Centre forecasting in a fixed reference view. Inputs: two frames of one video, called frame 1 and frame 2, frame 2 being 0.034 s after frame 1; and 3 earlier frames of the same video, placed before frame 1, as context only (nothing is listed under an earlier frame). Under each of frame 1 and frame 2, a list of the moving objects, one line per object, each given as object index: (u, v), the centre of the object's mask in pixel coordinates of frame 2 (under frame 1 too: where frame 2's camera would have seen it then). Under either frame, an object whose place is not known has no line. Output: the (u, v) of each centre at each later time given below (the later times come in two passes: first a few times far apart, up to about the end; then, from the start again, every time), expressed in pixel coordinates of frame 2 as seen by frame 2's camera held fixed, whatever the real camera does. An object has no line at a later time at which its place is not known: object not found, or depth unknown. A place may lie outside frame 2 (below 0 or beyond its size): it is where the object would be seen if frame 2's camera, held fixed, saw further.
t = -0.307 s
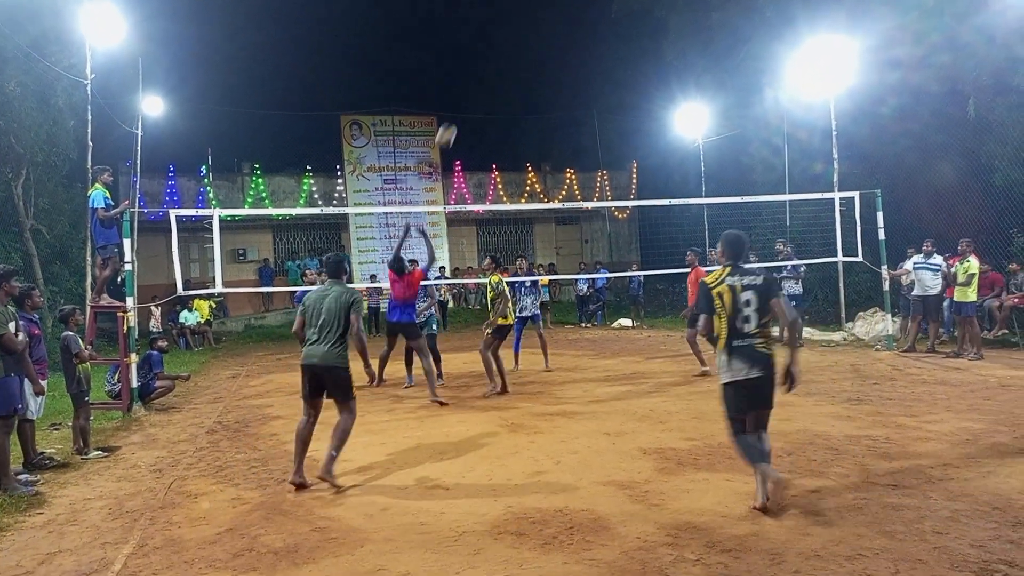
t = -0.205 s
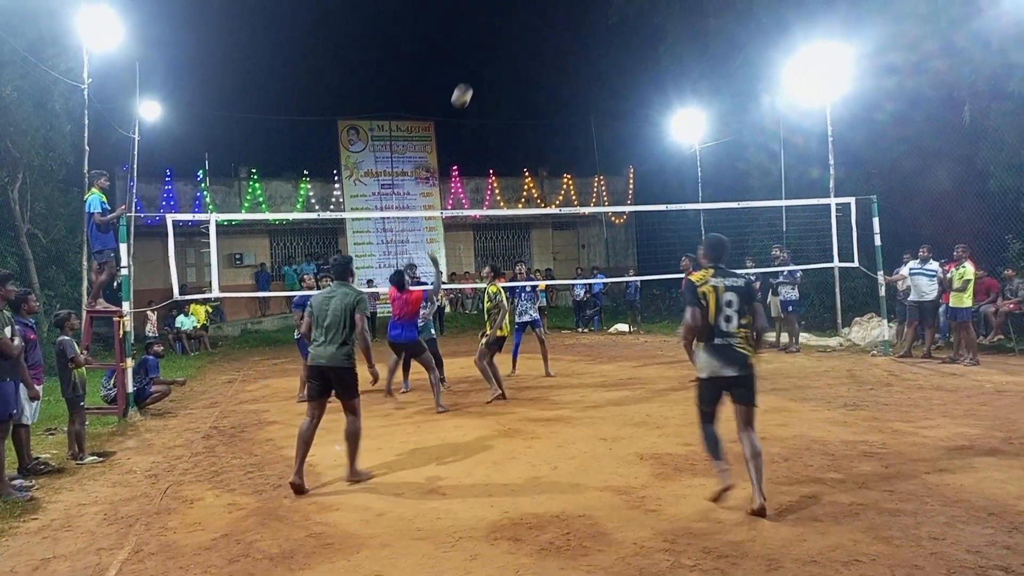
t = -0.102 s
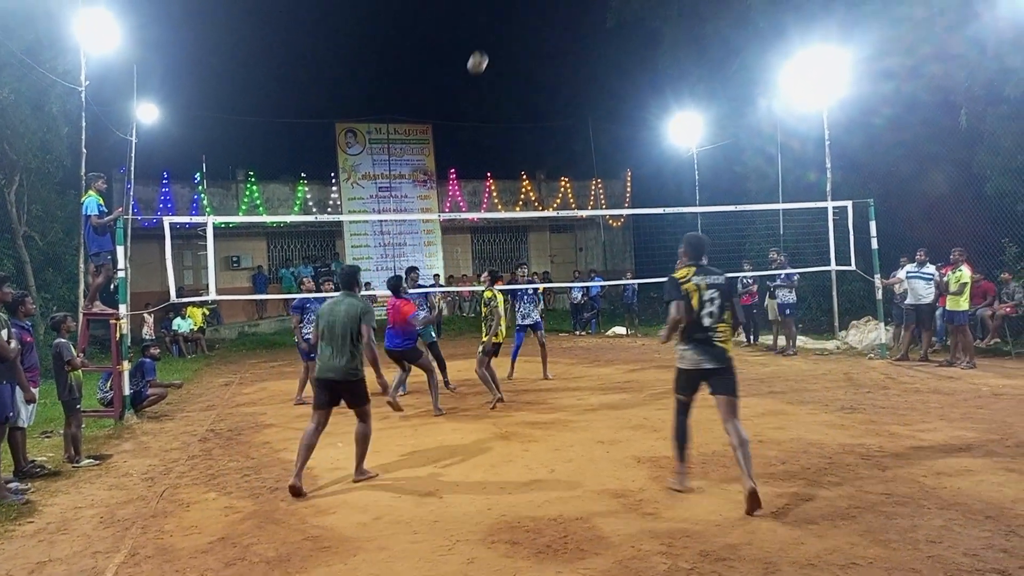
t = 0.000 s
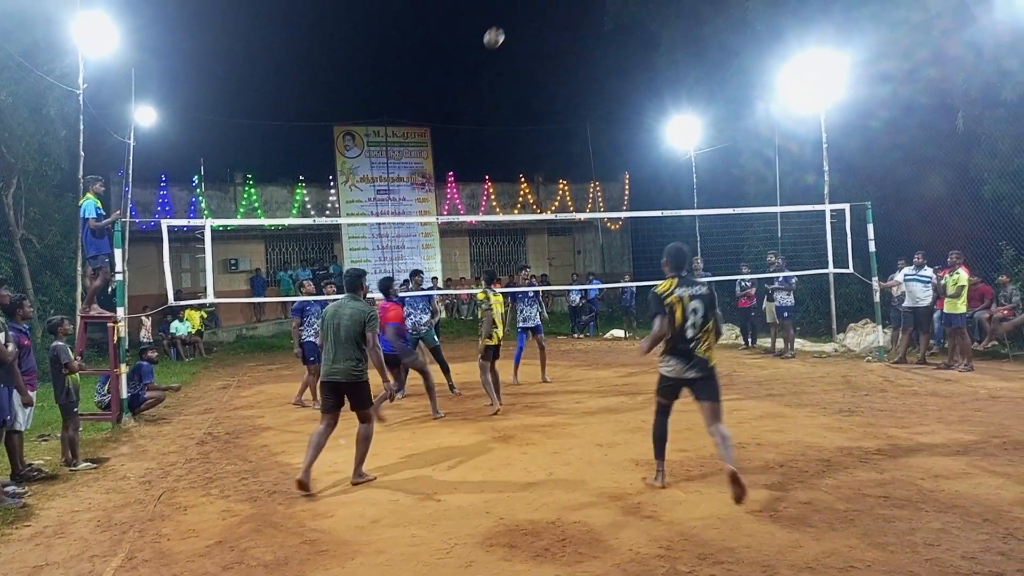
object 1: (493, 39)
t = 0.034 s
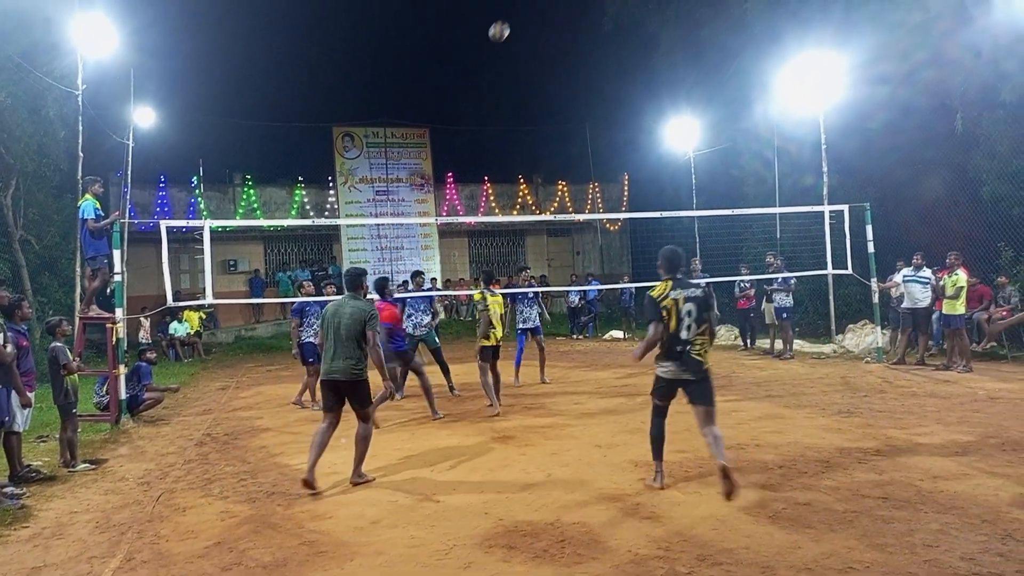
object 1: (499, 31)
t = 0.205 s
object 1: (530, 7)
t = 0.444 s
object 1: (574, 13)
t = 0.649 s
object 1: (613, 54)
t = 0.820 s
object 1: (645, 114)
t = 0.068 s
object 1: (505, 25)
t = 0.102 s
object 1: (511, 18)
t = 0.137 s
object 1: (518, 14)
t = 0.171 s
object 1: (524, 10)
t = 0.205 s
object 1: (530, 7)
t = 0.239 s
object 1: (536, 5)
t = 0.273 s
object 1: (543, 4)
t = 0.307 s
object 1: (549, 4)
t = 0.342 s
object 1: (555, 5)
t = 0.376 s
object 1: (562, 7)
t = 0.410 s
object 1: (568, 10)
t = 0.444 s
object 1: (574, 13)
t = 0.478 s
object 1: (581, 18)
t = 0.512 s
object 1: (587, 23)
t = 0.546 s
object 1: (594, 29)
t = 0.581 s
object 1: (600, 37)
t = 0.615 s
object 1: (606, 45)
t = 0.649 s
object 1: (613, 54)
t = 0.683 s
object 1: (619, 64)
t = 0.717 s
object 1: (626, 75)
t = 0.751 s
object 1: (632, 87)
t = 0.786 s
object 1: (638, 99)
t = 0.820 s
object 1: (645, 114)
